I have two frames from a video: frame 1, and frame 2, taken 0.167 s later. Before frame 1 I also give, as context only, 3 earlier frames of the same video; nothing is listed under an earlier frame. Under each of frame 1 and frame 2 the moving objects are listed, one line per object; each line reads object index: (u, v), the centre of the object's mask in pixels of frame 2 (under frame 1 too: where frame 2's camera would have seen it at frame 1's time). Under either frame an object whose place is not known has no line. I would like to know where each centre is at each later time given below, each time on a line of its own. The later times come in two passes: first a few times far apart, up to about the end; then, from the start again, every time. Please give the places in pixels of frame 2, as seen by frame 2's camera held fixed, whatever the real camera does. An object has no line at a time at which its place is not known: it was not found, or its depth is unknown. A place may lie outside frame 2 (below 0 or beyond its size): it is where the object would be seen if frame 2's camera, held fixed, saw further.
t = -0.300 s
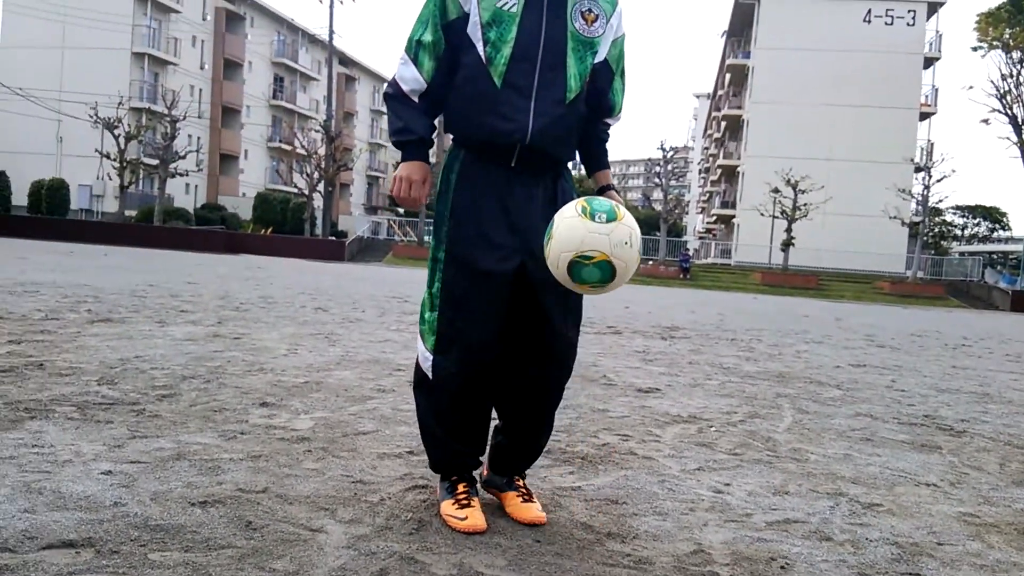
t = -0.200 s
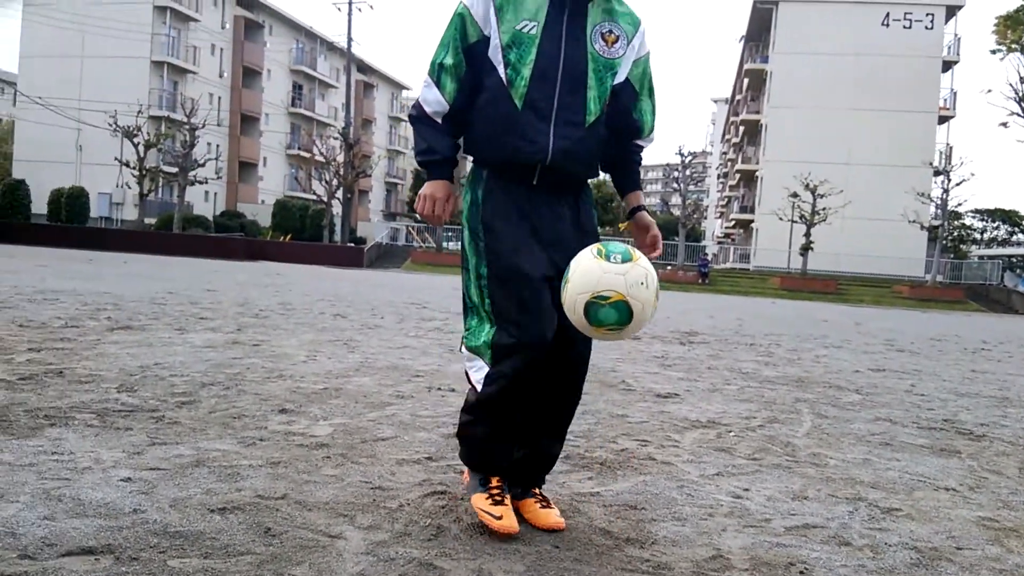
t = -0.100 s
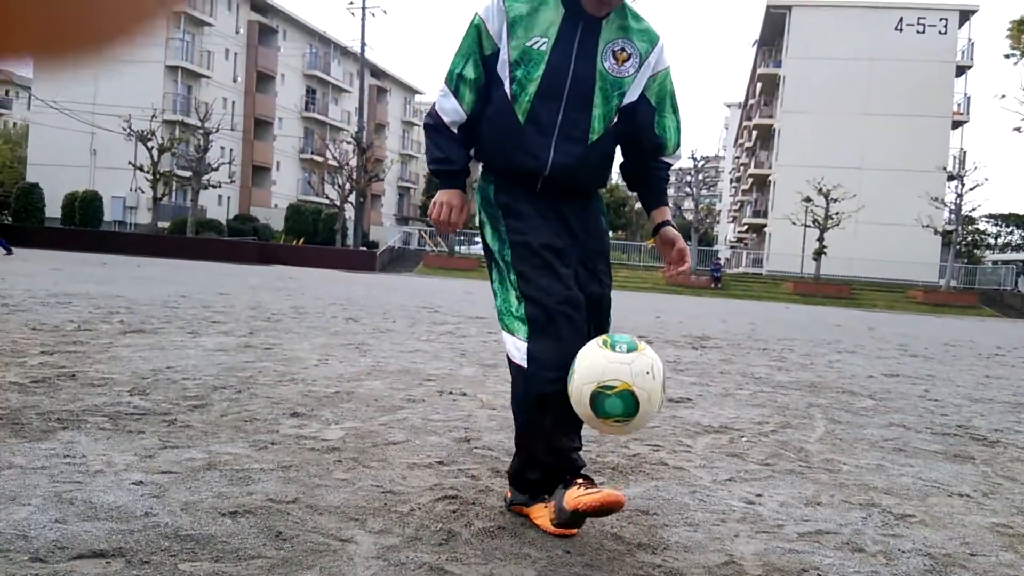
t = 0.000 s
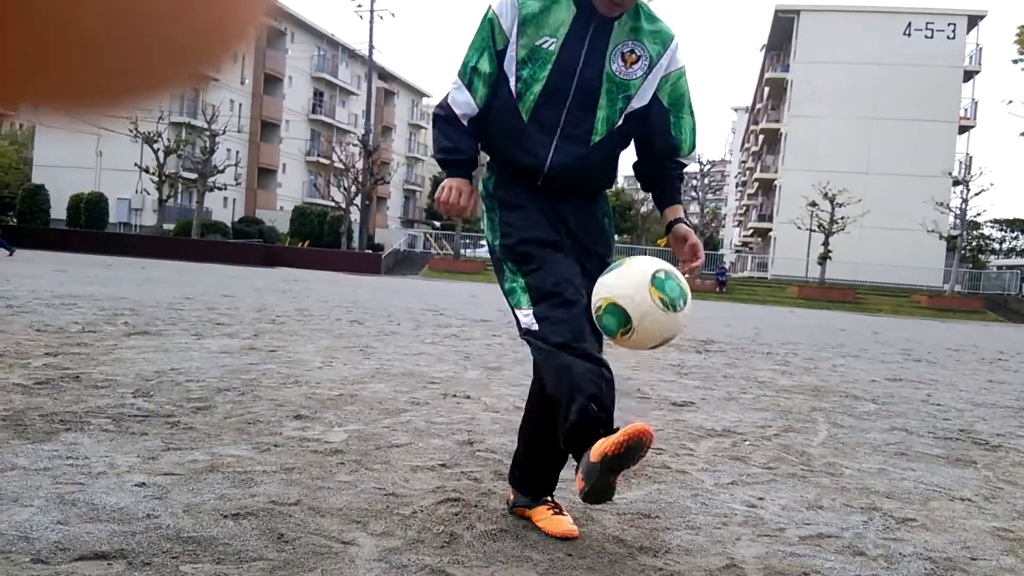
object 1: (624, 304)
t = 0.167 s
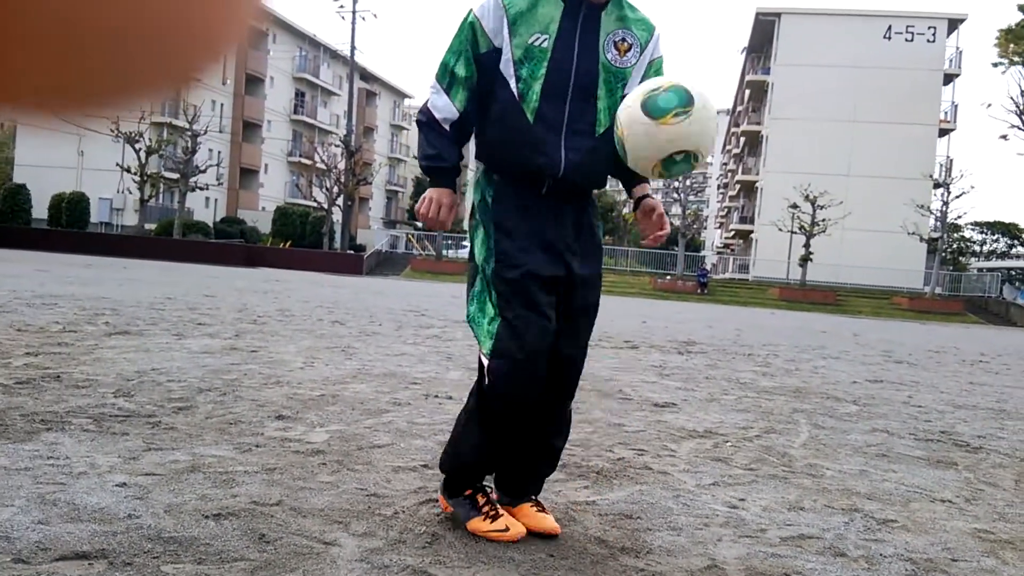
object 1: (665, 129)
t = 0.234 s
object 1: (680, 89)
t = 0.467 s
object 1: (716, 126)
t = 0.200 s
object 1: (672, 107)
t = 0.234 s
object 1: (680, 89)
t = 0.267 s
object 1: (686, 80)
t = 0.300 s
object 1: (692, 73)
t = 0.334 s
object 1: (698, 72)
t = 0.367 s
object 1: (704, 78)
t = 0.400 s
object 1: (709, 86)
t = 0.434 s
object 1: (713, 104)
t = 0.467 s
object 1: (716, 126)
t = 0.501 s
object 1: (719, 153)
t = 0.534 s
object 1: (722, 188)
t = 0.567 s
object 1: (726, 228)
